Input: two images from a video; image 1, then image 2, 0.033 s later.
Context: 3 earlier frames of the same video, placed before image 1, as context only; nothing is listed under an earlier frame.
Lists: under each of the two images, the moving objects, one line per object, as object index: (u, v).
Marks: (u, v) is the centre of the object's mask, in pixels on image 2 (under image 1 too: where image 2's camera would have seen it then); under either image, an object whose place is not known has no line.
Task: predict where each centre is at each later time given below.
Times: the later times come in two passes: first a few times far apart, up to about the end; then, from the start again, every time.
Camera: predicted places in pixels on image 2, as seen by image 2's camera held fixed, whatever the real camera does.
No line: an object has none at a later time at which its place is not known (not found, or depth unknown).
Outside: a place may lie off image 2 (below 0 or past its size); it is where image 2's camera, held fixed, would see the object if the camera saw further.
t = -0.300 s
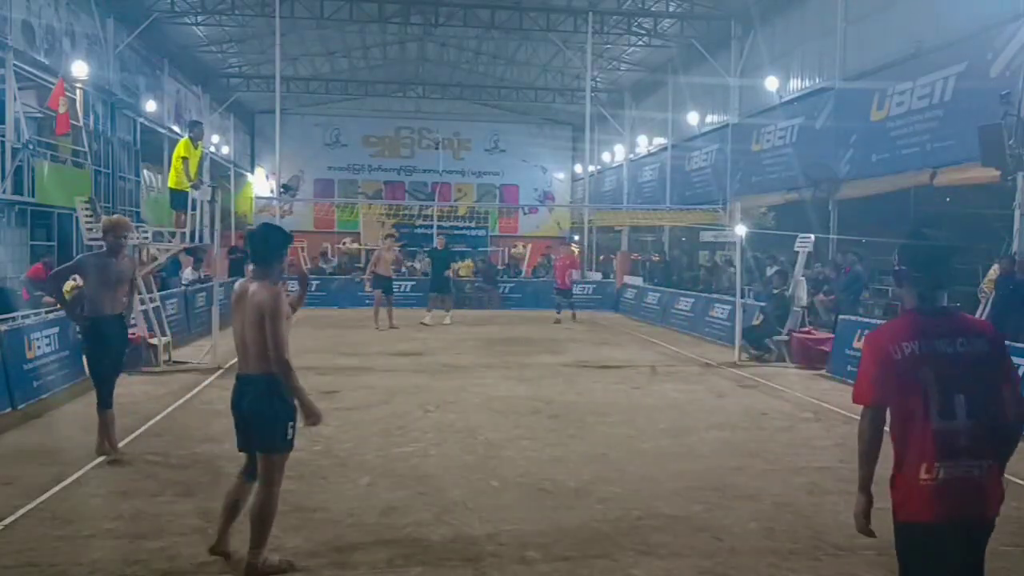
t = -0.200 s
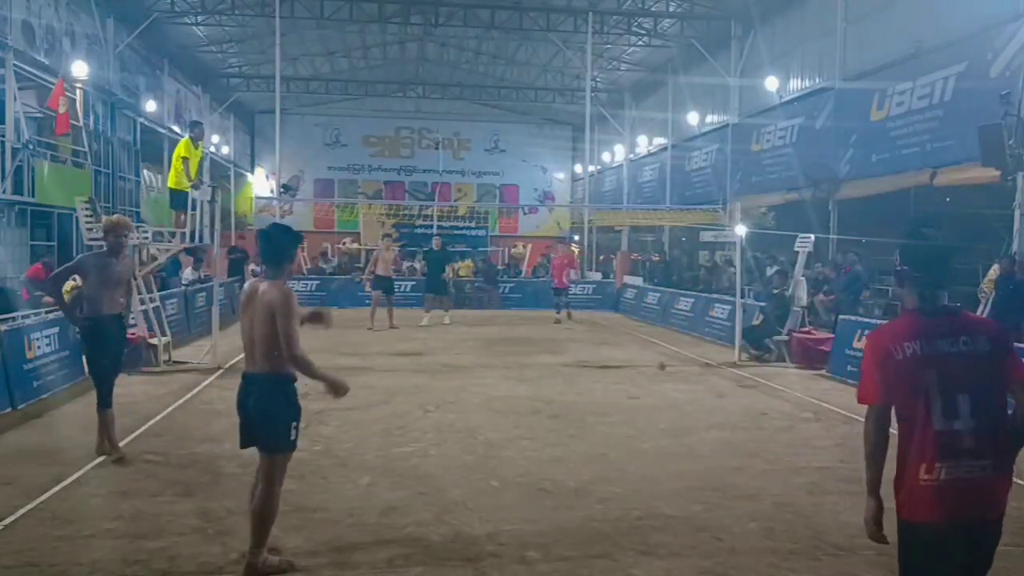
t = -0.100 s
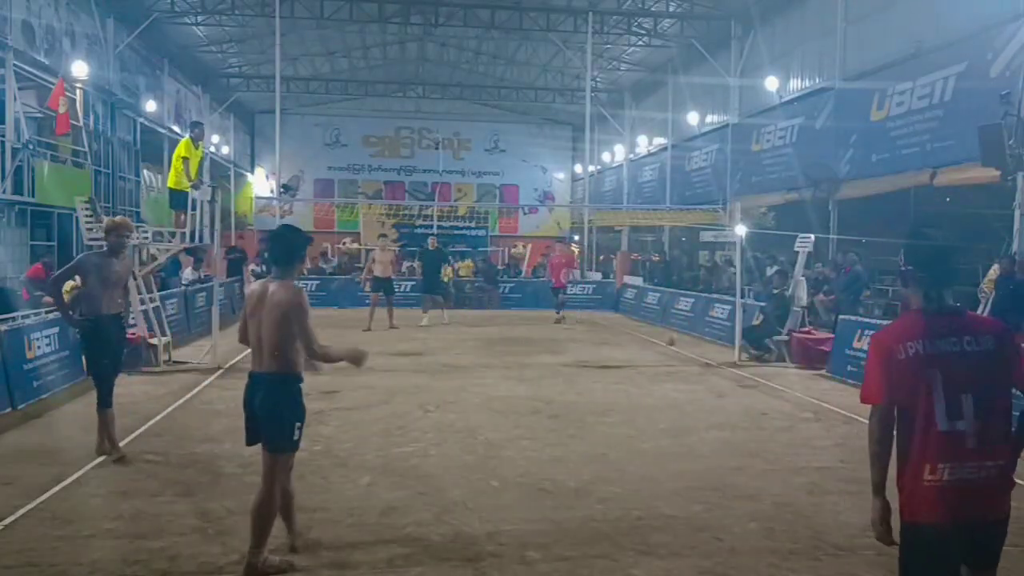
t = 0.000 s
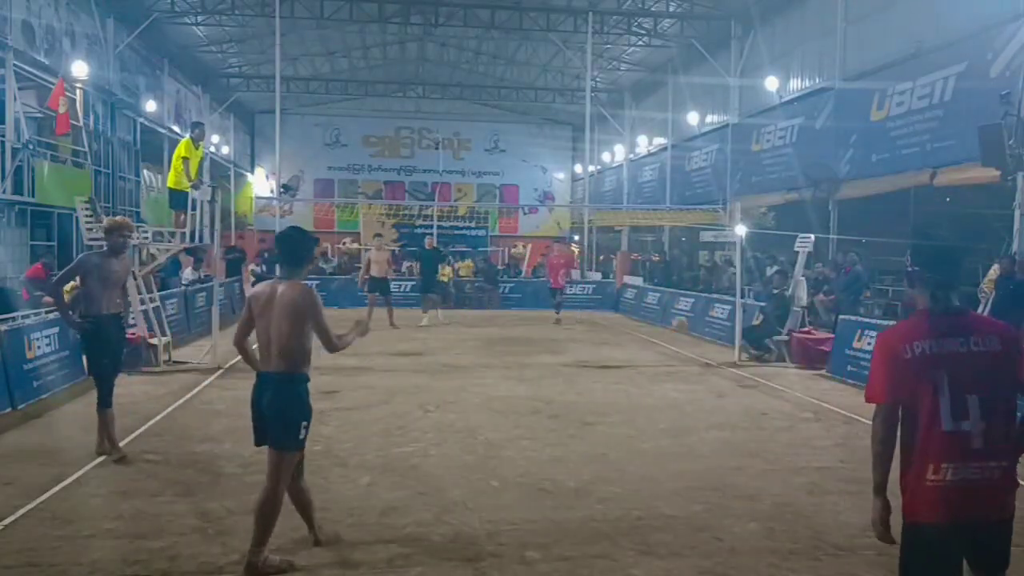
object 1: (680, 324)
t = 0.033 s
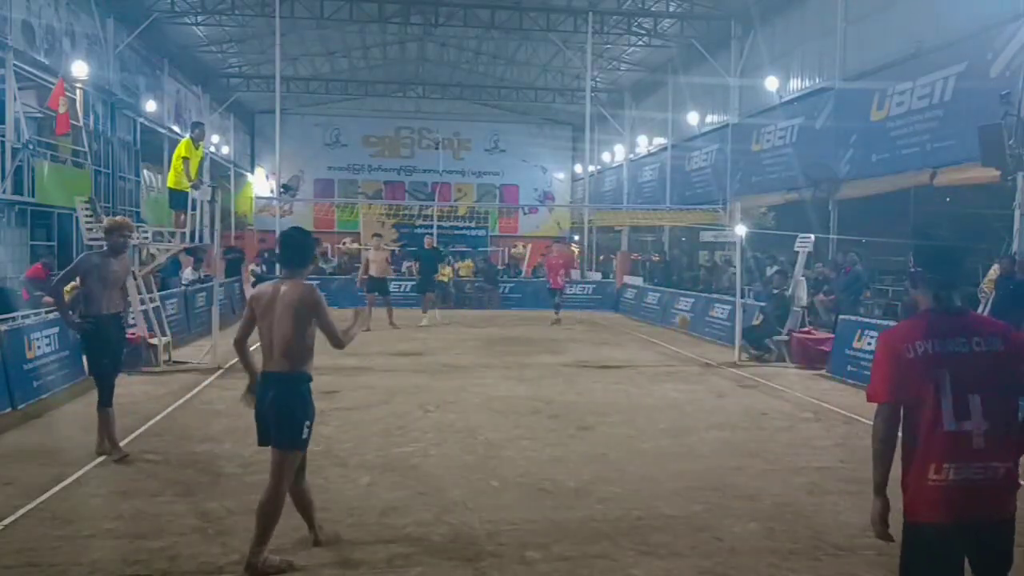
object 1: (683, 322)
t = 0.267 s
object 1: (708, 330)
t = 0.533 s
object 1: (743, 441)
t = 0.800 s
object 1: (798, 430)
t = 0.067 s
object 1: (687, 317)
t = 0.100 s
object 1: (690, 317)
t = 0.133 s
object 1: (693, 315)
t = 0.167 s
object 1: (696, 317)
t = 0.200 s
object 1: (699, 320)
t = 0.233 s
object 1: (703, 325)
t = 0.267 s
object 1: (708, 330)
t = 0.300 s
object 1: (711, 335)
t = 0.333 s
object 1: (716, 345)
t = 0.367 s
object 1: (721, 357)
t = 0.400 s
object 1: (724, 368)
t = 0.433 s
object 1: (729, 383)
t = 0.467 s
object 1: (734, 399)
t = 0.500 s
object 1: (738, 418)
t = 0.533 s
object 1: (743, 441)
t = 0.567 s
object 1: (748, 465)
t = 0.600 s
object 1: (754, 465)
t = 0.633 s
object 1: (762, 455)
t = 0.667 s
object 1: (768, 446)
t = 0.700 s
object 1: (775, 440)
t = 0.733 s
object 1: (782, 435)
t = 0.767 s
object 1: (790, 431)
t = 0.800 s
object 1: (798, 430)
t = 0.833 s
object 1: (807, 429)
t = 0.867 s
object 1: (817, 432)
